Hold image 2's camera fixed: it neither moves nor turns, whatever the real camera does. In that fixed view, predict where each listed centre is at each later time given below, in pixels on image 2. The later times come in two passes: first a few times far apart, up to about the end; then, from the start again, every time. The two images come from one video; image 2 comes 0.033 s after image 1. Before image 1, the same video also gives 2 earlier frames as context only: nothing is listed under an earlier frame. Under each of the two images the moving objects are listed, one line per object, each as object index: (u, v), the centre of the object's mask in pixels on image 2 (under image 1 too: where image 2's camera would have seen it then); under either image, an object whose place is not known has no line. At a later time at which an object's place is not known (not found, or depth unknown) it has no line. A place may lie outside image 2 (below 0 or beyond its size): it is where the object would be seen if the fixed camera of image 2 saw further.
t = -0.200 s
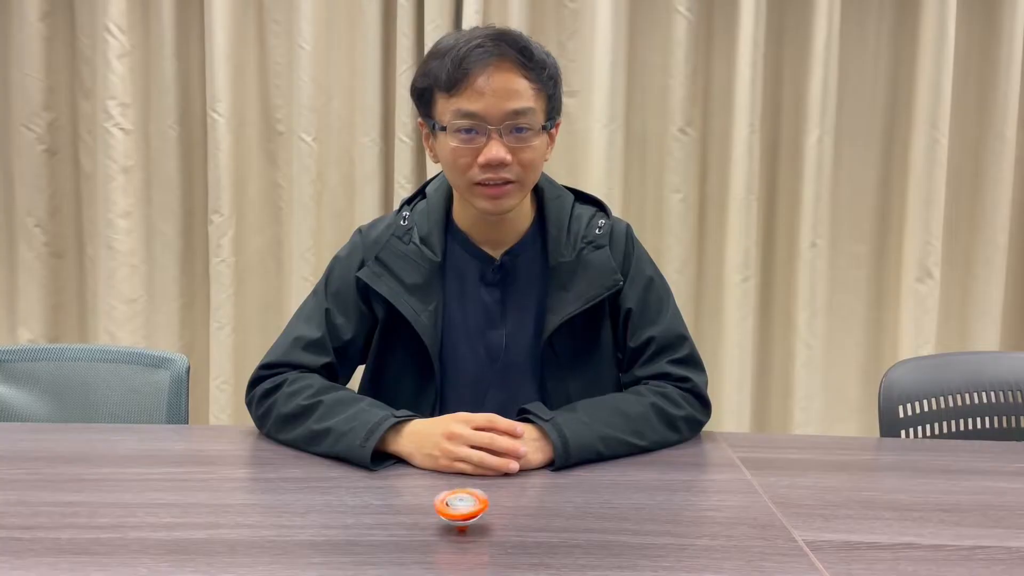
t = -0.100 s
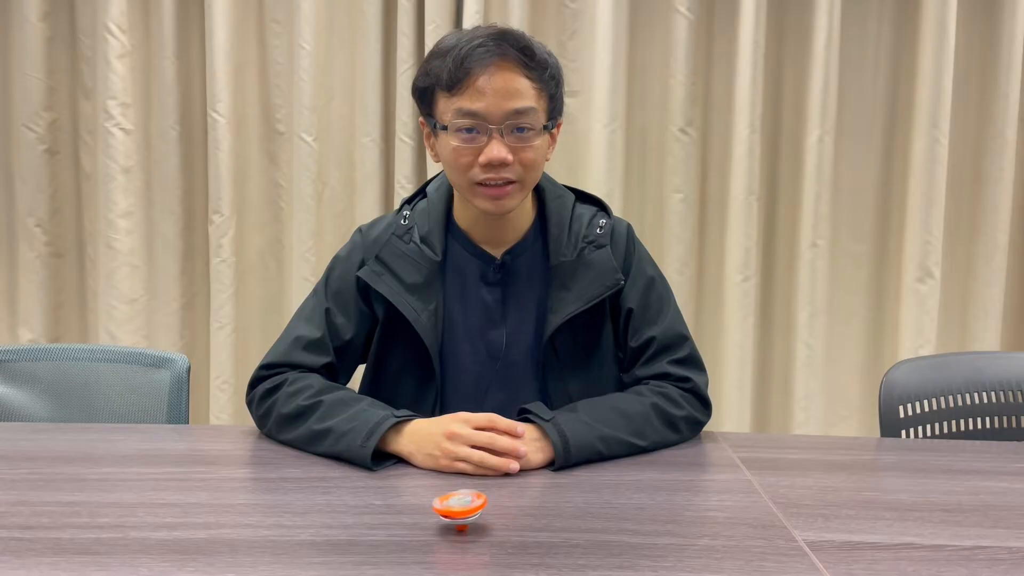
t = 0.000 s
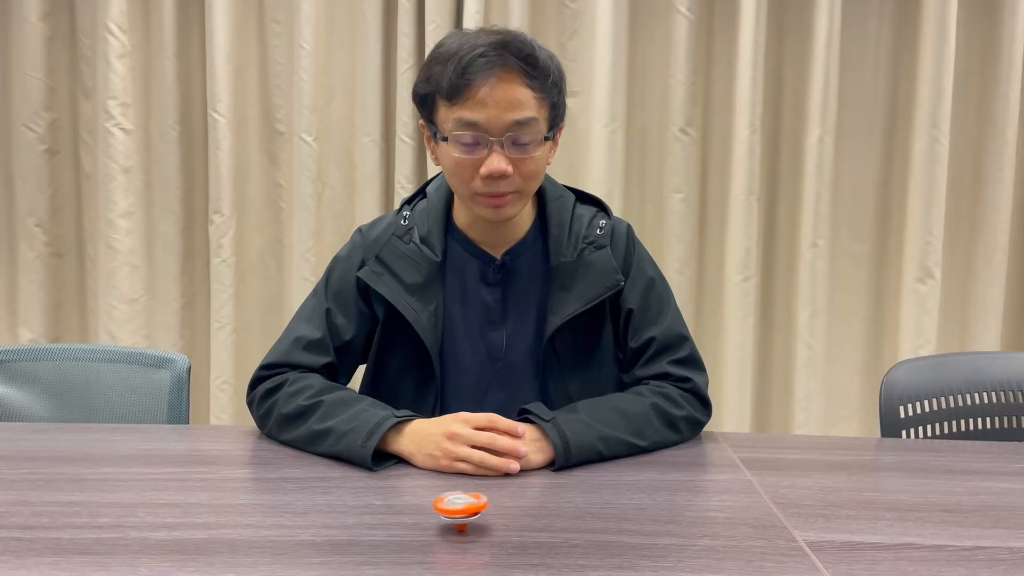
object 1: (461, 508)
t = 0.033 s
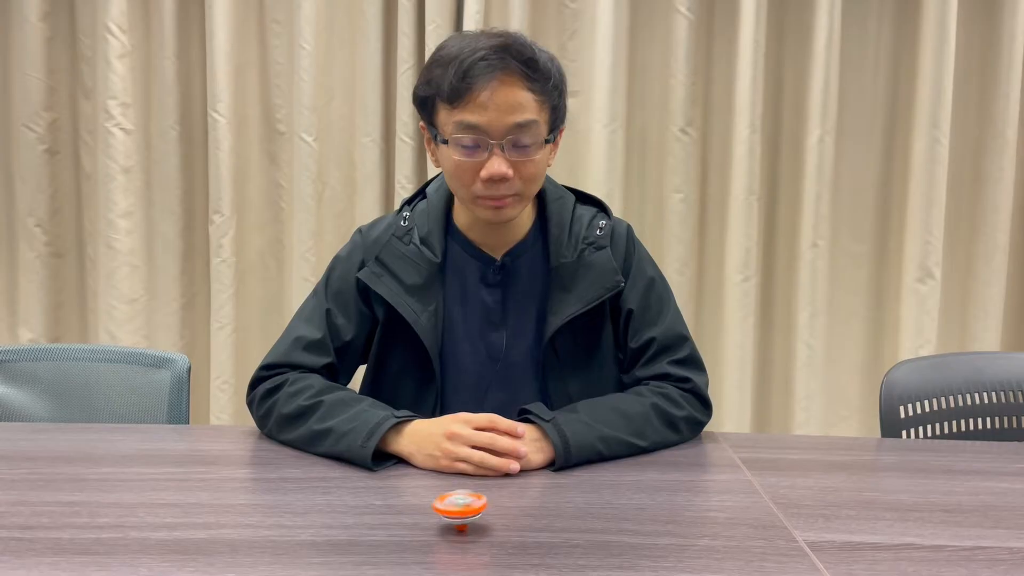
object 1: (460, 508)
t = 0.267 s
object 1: (460, 507)
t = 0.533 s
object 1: (458, 507)
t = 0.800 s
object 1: (457, 507)
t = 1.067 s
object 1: (457, 507)
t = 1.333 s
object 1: (455, 506)
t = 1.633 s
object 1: (454, 506)
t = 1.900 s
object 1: (451, 507)
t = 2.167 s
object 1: (450, 506)
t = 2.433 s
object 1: (449, 506)
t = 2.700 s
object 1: (449, 506)
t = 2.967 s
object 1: (448, 505)
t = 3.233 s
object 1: (446, 505)
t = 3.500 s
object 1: (445, 505)
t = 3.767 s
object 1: (444, 505)
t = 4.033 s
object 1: (443, 504)
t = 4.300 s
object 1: (442, 504)
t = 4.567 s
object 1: (441, 504)
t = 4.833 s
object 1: (439, 504)
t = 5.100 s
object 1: (438, 505)
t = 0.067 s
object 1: (460, 508)
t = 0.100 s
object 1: (460, 508)
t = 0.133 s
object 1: (460, 508)
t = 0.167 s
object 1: (460, 508)
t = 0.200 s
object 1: (460, 508)
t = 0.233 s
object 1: (459, 508)
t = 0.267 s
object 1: (460, 507)
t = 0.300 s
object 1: (460, 508)
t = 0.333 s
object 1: (459, 508)
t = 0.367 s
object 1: (459, 507)
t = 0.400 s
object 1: (458, 507)
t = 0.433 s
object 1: (459, 507)
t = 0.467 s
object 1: (459, 507)
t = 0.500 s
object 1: (458, 506)
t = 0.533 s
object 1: (458, 507)
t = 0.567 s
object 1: (458, 507)
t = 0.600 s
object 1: (458, 506)
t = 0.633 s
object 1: (458, 507)
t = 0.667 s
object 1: (458, 506)
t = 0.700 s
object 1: (458, 506)
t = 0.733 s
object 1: (457, 507)
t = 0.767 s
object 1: (458, 506)
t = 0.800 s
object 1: (457, 507)
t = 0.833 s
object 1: (457, 507)
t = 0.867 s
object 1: (456, 507)
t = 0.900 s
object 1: (457, 507)
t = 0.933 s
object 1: (457, 507)
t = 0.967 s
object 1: (457, 507)
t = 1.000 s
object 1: (457, 507)
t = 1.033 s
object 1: (457, 507)
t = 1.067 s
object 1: (457, 507)
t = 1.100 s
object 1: (457, 506)
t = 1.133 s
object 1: (456, 507)
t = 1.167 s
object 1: (456, 507)
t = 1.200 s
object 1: (456, 506)
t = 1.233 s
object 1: (455, 506)
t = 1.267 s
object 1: (456, 506)
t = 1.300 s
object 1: (455, 506)
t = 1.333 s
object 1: (455, 506)
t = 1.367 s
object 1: (455, 506)
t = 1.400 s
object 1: (455, 506)
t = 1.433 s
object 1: (455, 506)
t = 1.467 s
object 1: (454, 506)
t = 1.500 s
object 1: (454, 506)
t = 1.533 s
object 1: (454, 506)
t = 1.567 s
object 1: (454, 506)
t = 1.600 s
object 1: (454, 506)
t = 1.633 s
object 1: (454, 506)
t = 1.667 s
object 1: (454, 506)
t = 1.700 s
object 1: (454, 506)
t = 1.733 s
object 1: (453, 507)
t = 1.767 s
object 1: (453, 506)
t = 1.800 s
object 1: (453, 506)
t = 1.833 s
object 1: (453, 507)
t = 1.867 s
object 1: (453, 507)
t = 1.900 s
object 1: (451, 507)
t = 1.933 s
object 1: (452, 506)
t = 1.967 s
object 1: (452, 506)
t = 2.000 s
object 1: (451, 506)
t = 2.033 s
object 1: (451, 506)
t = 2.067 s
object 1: (451, 506)
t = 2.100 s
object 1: (451, 506)
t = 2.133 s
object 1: (451, 506)
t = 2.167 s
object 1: (450, 506)
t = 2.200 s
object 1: (450, 506)
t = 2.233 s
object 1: (450, 506)
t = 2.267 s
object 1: (450, 505)
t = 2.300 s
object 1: (450, 505)
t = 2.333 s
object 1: (450, 506)
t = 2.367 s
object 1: (450, 505)
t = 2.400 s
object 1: (450, 506)
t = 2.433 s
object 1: (449, 506)
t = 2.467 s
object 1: (449, 505)
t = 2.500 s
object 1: (449, 506)
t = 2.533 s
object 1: (450, 505)
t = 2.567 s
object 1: (450, 506)
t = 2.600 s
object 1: (449, 506)
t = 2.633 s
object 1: (449, 506)
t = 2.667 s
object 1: (448, 506)
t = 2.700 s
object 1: (449, 506)
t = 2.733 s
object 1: (448, 506)
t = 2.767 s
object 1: (448, 506)
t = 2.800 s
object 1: (448, 506)
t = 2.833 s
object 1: (448, 506)
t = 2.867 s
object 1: (448, 506)
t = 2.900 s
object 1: (448, 506)
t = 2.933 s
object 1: (448, 506)
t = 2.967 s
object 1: (448, 505)
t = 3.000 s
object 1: (447, 505)
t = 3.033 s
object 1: (447, 505)
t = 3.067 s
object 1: (447, 505)
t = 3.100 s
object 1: (447, 506)
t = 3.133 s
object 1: (447, 505)
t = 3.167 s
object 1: (447, 505)
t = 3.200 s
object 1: (446, 505)
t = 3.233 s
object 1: (446, 505)
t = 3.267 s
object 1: (445, 506)
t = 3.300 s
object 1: (446, 505)
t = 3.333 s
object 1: (445, 505)
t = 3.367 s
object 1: (445, 505)
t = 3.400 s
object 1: (446, 505)
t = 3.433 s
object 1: (445, 505)
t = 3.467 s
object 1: (445, 505)
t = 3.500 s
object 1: (445, 505)
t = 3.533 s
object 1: (445, 505)
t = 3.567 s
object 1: (445, 505)
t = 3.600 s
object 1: (444, 505)
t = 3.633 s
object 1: (444, 505)
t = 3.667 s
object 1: (444, 505)
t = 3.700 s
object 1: (444, 505)
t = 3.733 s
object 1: (444, 505)
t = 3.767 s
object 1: (444, 505)
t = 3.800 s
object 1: (444, 505)
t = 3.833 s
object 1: (444, 504)
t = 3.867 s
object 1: (443, 505)
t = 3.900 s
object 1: (443, 505)
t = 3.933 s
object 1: (443, 504)
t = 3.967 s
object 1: (443, 505)
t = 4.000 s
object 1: (443, 504)
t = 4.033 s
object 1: (443, 504)
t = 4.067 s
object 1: (442, 504)
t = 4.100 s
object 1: (442, 504)
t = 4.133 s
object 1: (441, 505)
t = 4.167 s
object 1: (442, 504)
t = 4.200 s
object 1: (442, 504)
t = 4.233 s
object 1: (442, 505)
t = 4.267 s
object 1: (442, 504)
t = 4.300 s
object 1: (442, 504)
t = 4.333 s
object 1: (442, 504)
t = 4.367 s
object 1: (442, 504)
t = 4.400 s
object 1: (441, 504)
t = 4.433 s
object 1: (441, 504)
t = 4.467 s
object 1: (441, 504)
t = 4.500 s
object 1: (441, 504)
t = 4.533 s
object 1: (442, 504)
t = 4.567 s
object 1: (441, 504)
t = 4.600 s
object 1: (440, 504)
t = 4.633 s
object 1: (440, 504)
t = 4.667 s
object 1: (440, 504)
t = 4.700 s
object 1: (441, 504)
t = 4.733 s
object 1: (441, 504)
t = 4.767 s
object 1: (440, 504)
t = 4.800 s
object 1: (440, 504)
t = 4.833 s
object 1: (439, 504)
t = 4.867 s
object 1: (440, 504)
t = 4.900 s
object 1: (439, 504)
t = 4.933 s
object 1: (439, 504)
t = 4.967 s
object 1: (440, 504)
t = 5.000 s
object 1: (439, 504)
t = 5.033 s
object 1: (439, 504)
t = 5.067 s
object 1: (439, 504)
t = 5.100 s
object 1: (438, 505)
